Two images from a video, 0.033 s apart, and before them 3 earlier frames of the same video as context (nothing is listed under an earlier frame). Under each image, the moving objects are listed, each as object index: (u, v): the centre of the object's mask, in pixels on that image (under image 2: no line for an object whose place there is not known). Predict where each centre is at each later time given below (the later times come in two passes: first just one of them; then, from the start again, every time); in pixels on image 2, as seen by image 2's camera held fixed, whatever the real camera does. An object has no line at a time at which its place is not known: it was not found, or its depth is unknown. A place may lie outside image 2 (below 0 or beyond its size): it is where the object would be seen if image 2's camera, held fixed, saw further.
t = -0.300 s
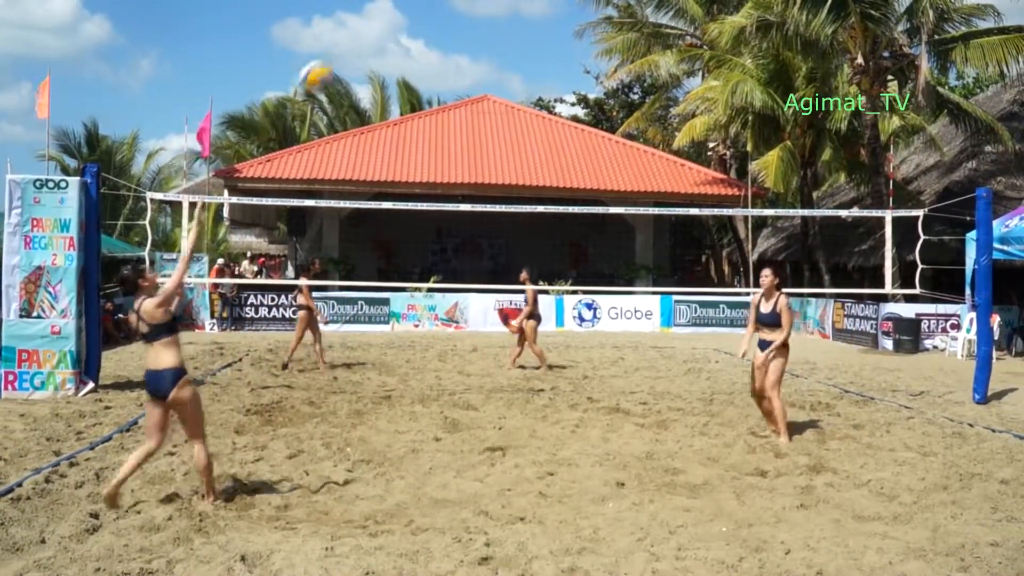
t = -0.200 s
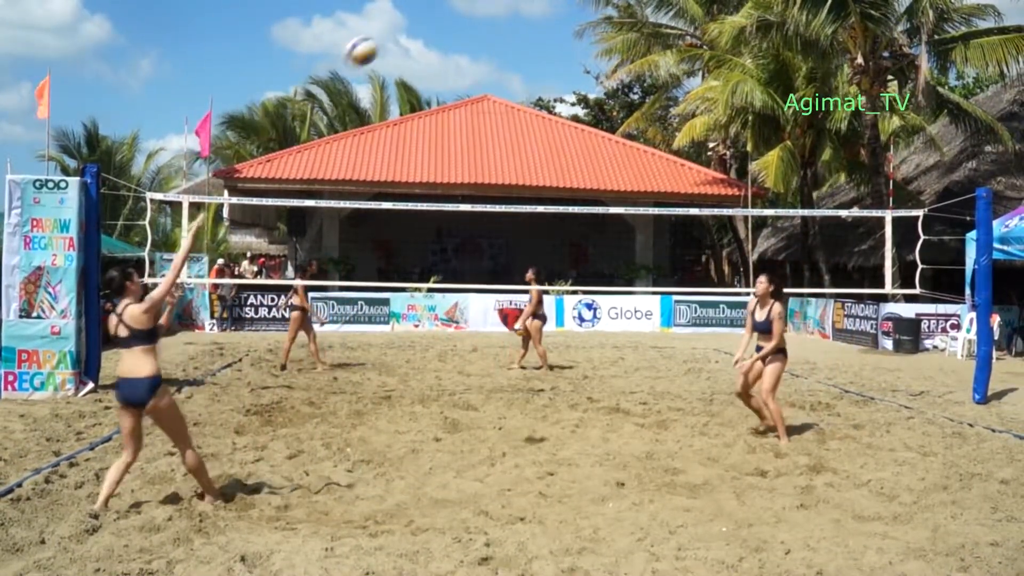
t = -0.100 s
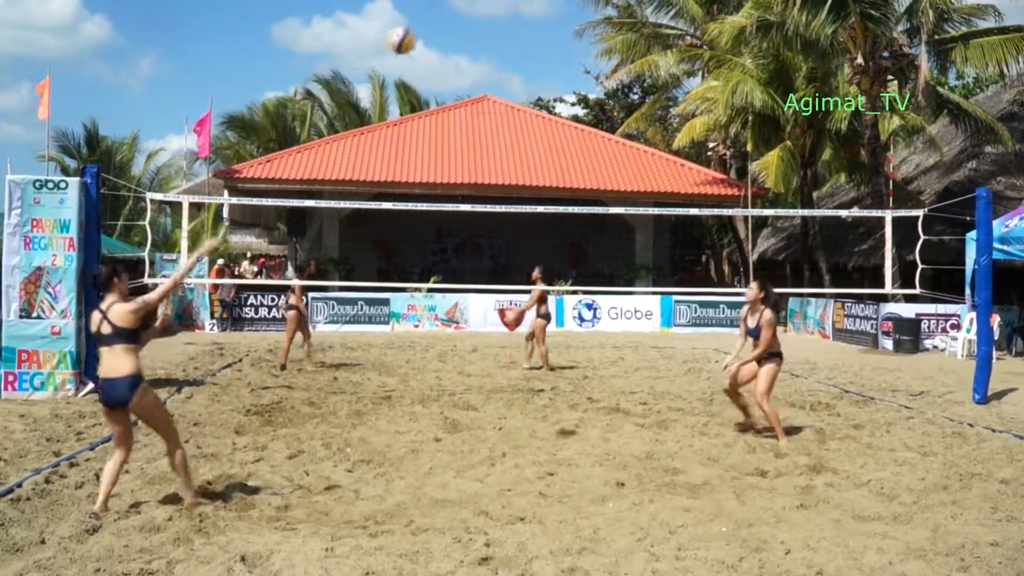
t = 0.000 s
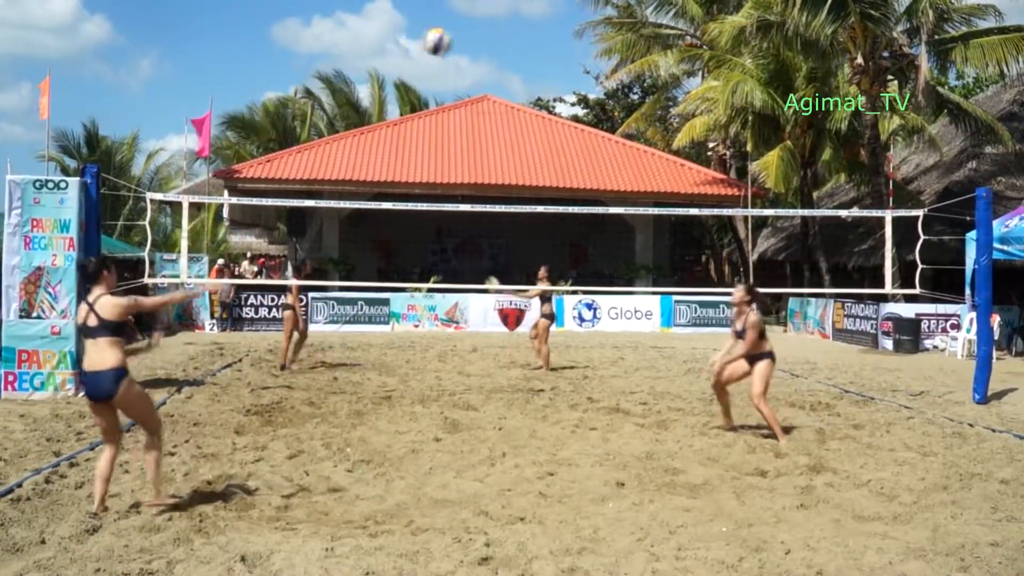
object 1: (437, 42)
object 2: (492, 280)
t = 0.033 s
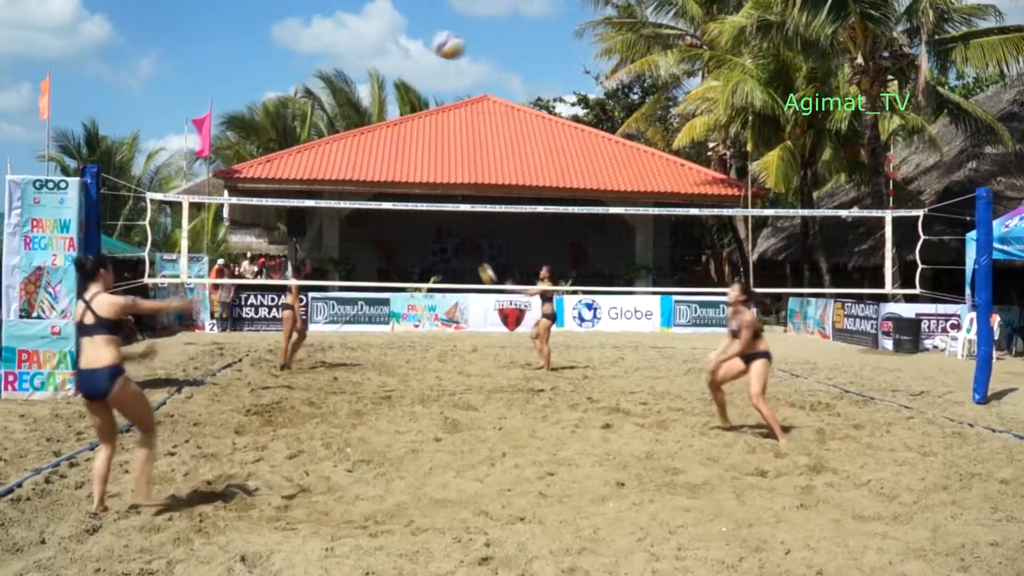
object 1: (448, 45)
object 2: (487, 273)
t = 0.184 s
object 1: (494, 75)
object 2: (461, 233)
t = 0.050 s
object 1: (453, 46)
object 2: (484, 268)
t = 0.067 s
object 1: (459, 50)
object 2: (481, 263)
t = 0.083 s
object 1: (465, 53)
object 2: (479, 259)
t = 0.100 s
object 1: (469, 55)
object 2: (476, 255)
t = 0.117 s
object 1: (474, 58)
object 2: (473, 250)
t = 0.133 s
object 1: (480, 63)
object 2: (470, 245)
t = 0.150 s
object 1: (482, 66)
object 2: (466, 240)
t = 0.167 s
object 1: (489, 70)
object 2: (463, 236)
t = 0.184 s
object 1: (494, 75)
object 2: (461, 233)
